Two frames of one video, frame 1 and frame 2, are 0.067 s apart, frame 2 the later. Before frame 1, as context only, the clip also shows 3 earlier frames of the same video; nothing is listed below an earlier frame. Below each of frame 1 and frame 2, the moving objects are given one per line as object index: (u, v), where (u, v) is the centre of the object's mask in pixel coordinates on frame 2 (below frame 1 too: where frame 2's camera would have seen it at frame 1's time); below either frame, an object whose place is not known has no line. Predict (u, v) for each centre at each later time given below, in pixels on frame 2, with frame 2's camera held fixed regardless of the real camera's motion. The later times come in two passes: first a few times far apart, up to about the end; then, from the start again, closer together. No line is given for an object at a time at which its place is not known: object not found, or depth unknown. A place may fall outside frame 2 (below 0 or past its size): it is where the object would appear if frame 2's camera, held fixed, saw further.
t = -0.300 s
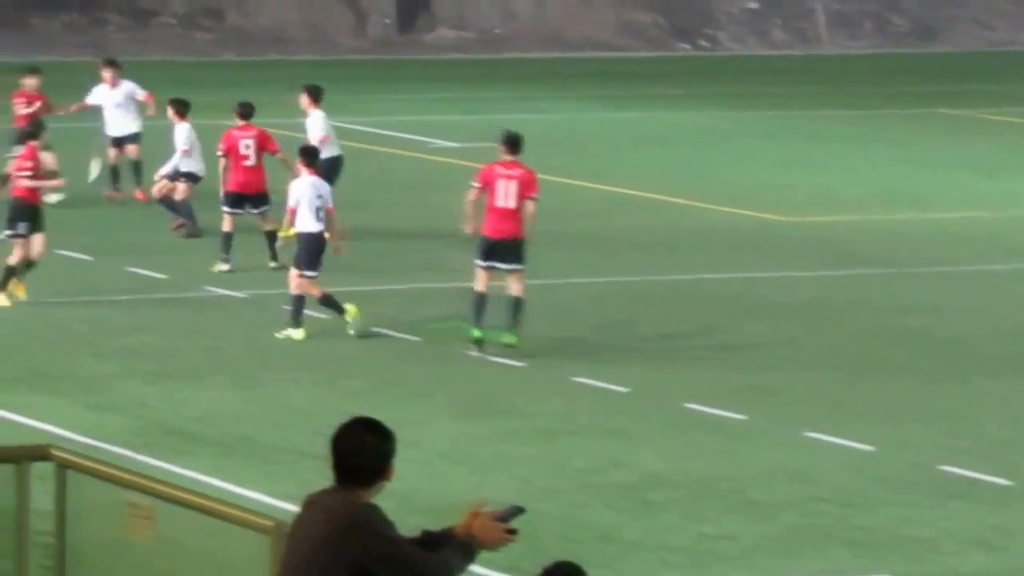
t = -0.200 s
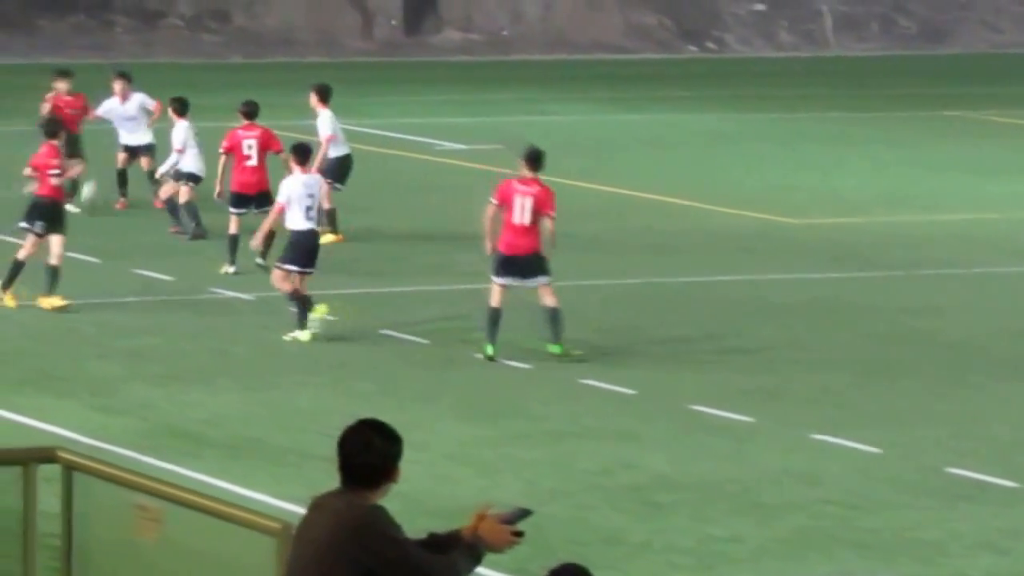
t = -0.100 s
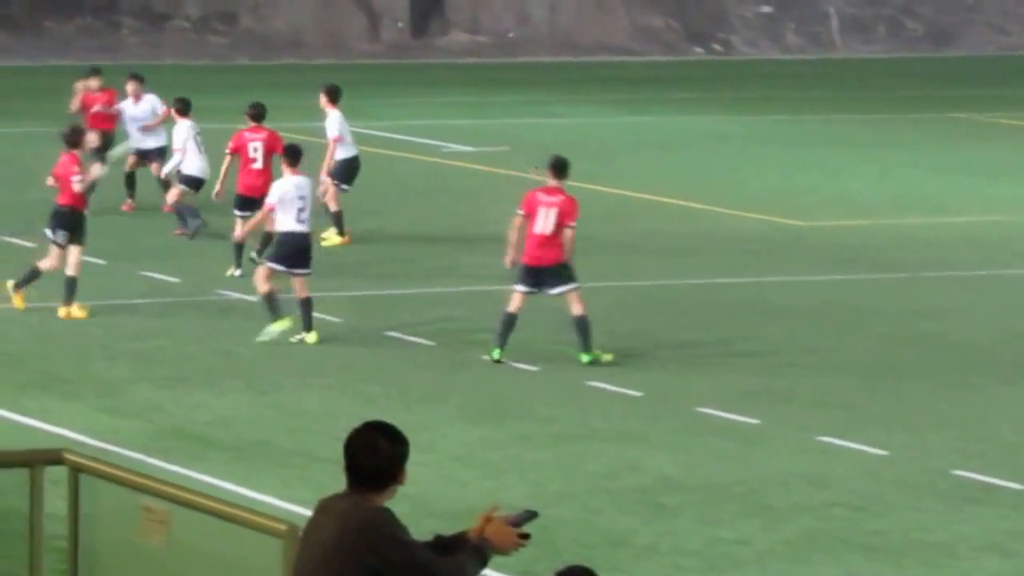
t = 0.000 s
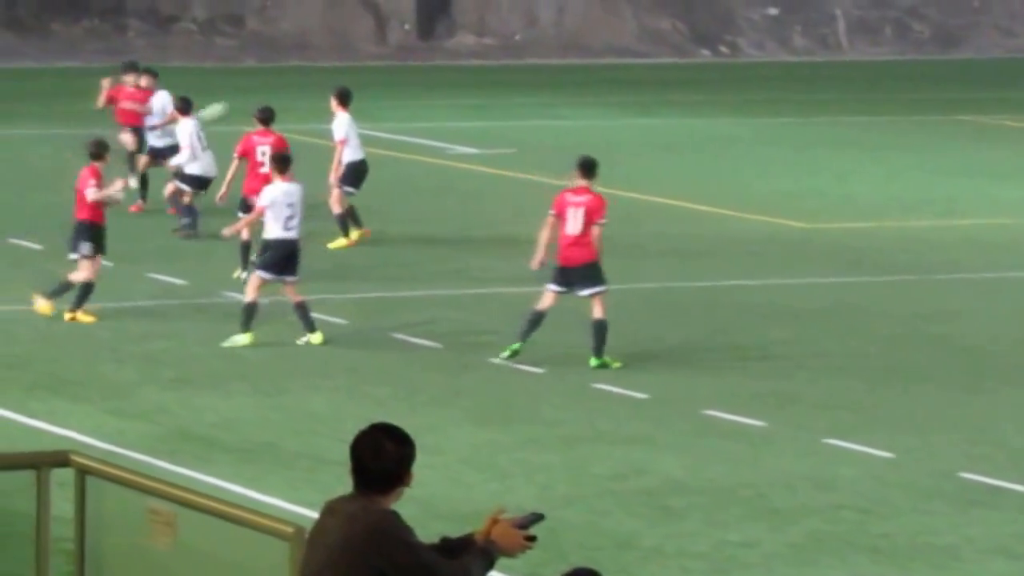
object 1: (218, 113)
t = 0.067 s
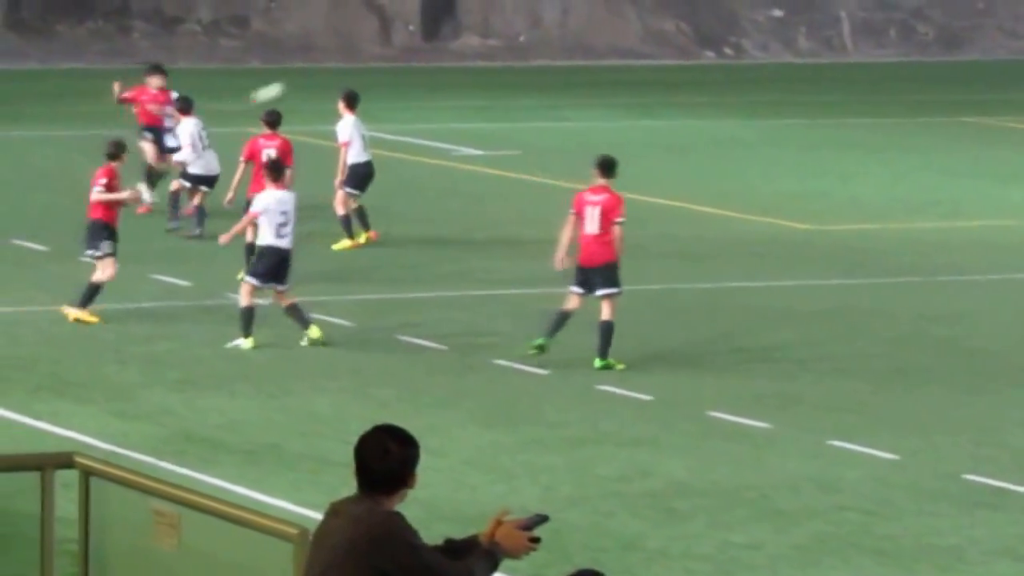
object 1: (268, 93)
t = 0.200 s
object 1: (372, 62)
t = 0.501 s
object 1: (601, 49)
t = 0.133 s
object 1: (321, 74)
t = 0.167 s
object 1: (347, 68)
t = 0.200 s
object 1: (372, 62)
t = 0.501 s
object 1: (601, 49)
